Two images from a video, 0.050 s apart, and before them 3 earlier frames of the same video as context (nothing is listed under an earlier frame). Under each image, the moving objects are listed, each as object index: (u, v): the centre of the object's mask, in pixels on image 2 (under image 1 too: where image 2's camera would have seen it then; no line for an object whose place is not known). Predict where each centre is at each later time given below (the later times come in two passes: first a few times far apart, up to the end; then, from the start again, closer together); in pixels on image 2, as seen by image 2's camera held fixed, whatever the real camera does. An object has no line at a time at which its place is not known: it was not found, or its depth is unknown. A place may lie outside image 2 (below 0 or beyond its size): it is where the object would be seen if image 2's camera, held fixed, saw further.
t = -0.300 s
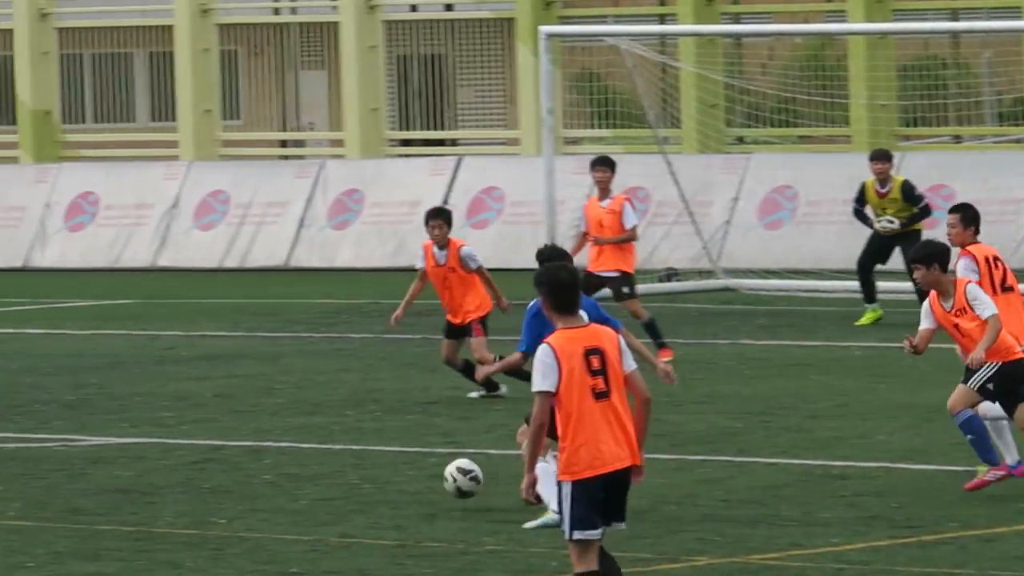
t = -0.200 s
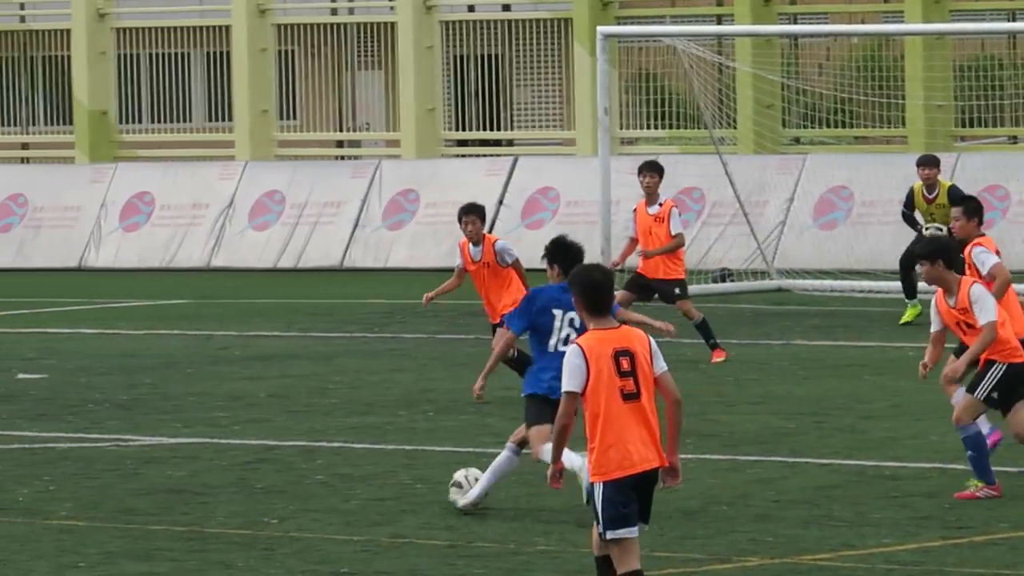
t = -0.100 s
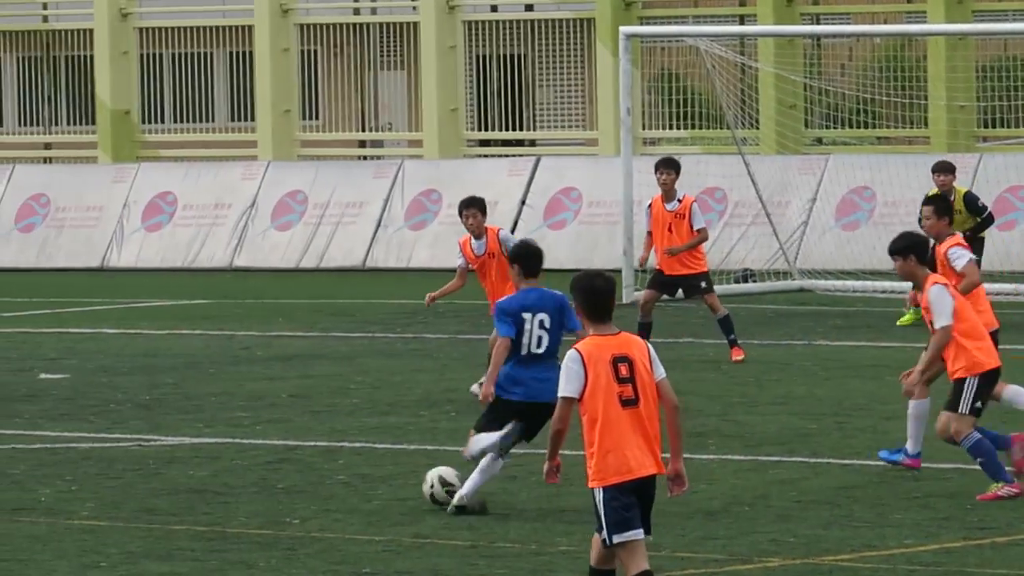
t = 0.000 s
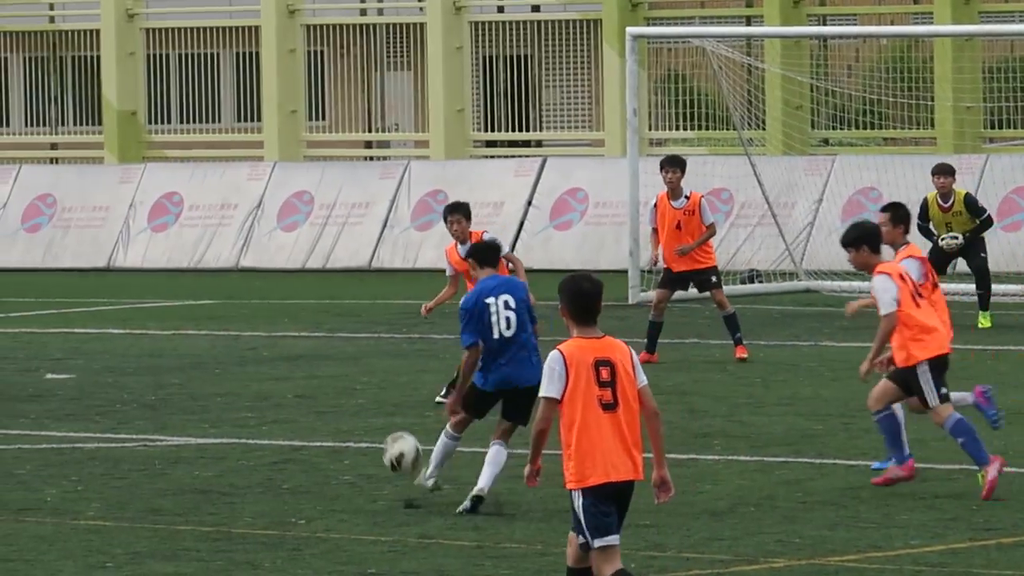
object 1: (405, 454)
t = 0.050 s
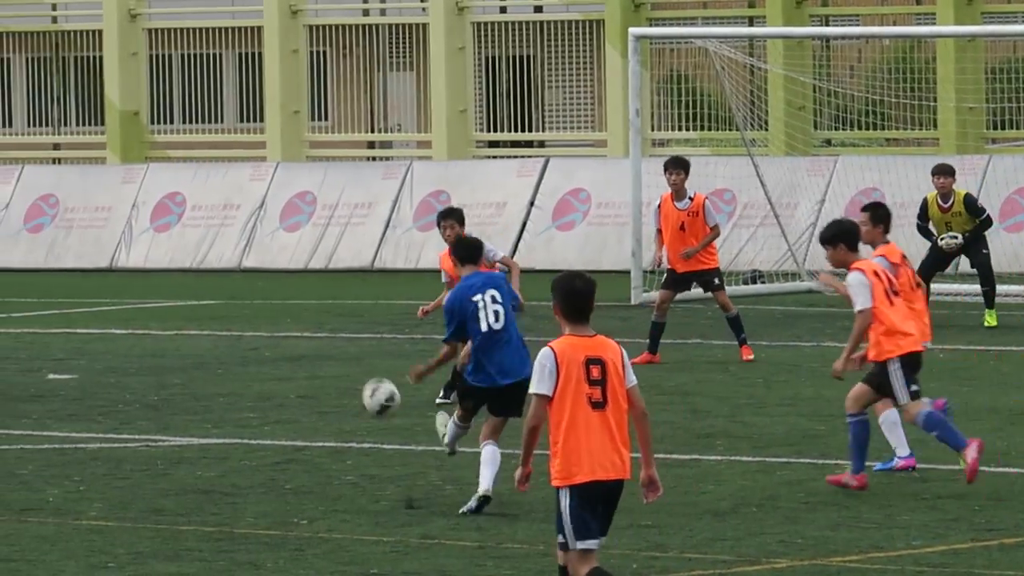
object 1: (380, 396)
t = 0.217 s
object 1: (312, 252)
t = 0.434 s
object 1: (231, 121)
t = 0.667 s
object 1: (158, 51)
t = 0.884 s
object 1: (98, 39)
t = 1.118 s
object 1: (43, 77)
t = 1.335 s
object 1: (2, 151)
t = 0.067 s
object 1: (373, 380)
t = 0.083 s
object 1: (366, 365)
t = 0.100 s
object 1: (358, 347)
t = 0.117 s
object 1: (352, 333)
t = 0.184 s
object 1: (324, 277)
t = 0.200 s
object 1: (318, 264)
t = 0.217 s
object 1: (312, 252)
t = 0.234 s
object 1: (304, 239)
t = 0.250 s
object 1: (298, 226)
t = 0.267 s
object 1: (291, 214)
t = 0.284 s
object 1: (285, 204)
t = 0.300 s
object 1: (280, 194)
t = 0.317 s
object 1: (273, 183)
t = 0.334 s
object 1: (267, 173)
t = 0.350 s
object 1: (260, 162)
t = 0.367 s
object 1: (254, 154)
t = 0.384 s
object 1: (248, 145)
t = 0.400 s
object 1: (242, 136)
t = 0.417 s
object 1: (236, 129)
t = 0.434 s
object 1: (231, 121)
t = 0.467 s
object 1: (219, 107)
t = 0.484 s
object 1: (213, 101)
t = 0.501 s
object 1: (208, 94)
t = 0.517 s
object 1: (202, 88)
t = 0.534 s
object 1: (197, 83)
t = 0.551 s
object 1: (191, 79)
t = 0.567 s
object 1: (187, 74)
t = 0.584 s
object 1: (182, 69)
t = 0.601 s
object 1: (176, 65)
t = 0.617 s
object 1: (172, 61)
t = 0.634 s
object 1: (167, 57)
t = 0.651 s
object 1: (162, 54)
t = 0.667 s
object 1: (158, 51)
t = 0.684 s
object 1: (153, 48)
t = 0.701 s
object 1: (148, 46)
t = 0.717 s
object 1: (144, 44)
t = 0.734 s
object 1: (139, 42)
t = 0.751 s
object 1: (135, 41)
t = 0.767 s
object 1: (130, 40)
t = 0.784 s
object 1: (126, 40)
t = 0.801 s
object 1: (121, 39)
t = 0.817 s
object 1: (116, 38)
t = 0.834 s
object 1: (112, 38)
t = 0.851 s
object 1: (107, 38)
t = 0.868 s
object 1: (103, 38)
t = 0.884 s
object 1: (98, 39)
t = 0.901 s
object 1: (94, 40)
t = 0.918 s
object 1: (90, 42)
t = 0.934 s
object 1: (86, 42)
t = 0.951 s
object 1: (82, 44)
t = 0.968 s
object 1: (78, 46)
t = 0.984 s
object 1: (74, 48)
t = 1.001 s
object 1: (69, 52)
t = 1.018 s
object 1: (66, 55)
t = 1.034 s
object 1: (61, 57)
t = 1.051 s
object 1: (58, 61)
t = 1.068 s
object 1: (54, 65)
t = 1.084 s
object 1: (50, 68)
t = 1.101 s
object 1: (46, 72)
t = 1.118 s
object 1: (43, 77)
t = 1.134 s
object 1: (39, 81)
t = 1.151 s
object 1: (36, 85)
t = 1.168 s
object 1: (32, 91)
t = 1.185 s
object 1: (30, 95)
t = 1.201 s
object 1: (26, 101)
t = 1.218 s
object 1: (23, 106)
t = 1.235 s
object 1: (20, 112)
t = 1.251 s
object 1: (16, 119)
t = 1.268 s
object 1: (13, 124)
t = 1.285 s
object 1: (11, 130)
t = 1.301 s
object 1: (7, 137)
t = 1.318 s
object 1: (4, 143)
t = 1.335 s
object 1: (2, 151)
